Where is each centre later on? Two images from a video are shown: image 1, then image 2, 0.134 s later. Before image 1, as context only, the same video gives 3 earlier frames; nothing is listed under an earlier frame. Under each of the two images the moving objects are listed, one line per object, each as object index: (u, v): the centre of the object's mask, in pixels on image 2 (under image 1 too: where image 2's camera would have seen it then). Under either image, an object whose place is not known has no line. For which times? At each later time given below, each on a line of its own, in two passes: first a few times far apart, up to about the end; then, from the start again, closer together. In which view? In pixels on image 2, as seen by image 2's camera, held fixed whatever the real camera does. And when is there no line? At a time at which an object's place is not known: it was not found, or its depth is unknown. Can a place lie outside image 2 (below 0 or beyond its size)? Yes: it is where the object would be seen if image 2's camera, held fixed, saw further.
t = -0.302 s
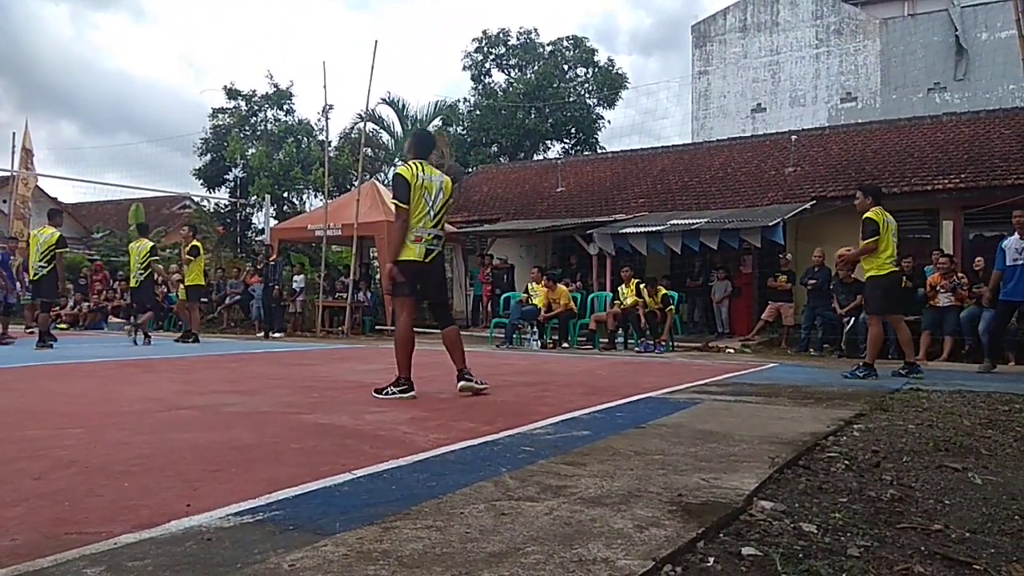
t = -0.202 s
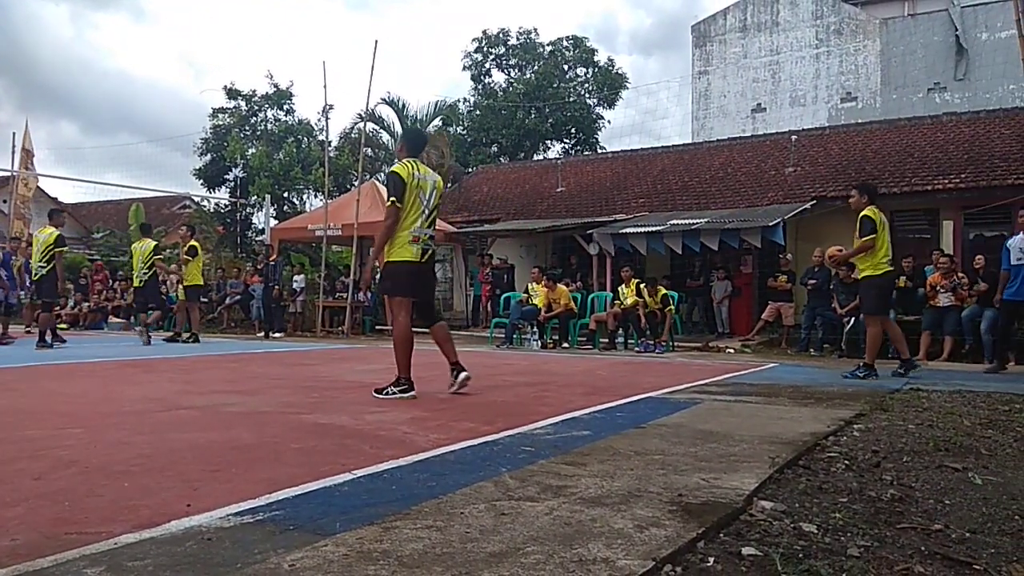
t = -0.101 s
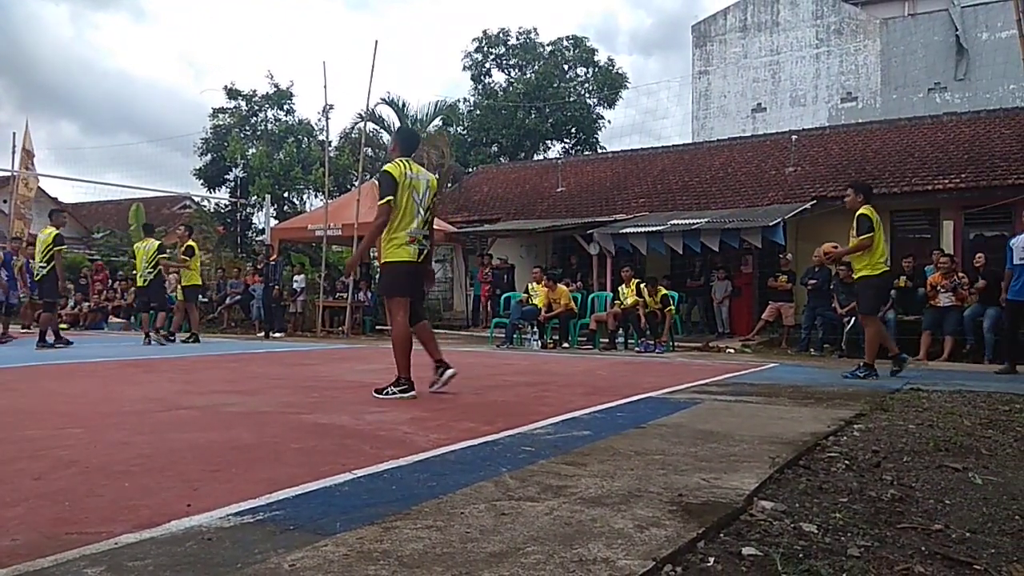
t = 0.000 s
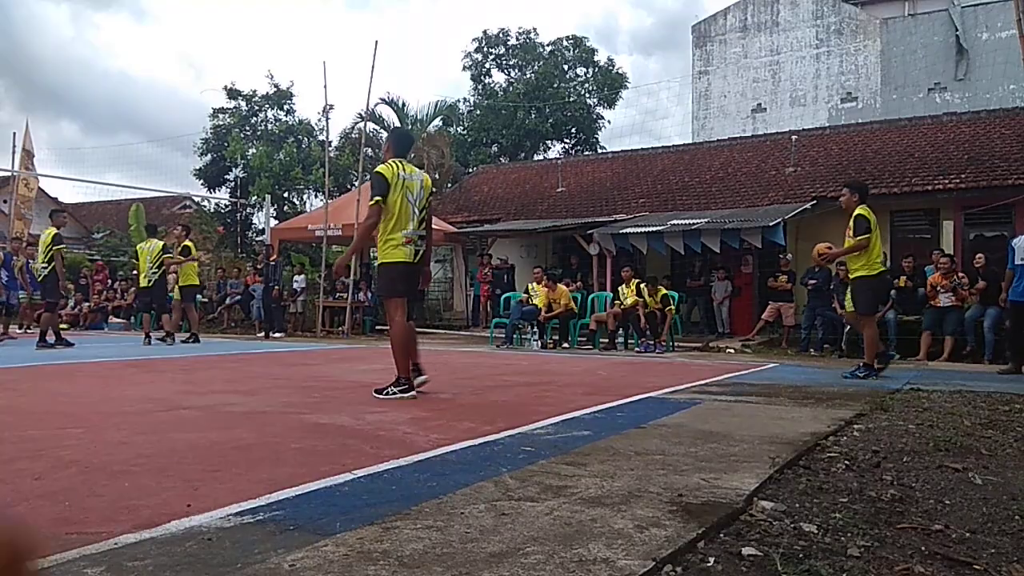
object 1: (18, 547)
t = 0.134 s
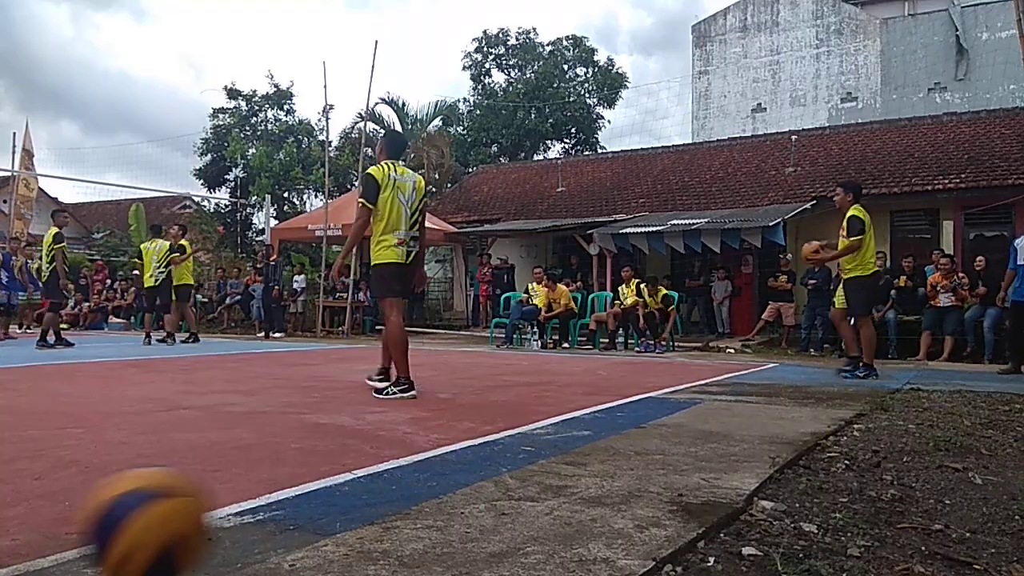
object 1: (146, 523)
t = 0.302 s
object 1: (322, 527)
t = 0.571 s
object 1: (506, 495)
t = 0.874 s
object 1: (647, 464)
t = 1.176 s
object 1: (744, 434)
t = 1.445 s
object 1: (811, 428)
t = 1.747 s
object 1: (889, 420)
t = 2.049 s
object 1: (957, 412)
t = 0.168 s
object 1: (185, 525)
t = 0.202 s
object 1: (223, 532)
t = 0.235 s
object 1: (259, 542)
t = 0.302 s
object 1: (322, 527)
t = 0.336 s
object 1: (350, 506)
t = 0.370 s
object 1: (377, 489)
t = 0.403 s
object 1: (402, 480)
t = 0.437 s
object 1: (425, 473)
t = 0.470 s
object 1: (446, 472)
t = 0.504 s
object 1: (468, 476)
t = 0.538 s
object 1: (487, 484)
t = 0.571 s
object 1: (506, 495)
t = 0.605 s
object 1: (524, 491)
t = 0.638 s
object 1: (544, 474)
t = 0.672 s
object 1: (559, 462)
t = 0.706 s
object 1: (577, 456)
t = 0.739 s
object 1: (592, 453)
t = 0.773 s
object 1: (606, 452)
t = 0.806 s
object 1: (620, 456)
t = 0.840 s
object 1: (634, 464)
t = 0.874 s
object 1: (647, 464)
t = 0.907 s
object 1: (660, 453)
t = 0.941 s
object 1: (671, 445)
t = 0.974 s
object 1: (684, 442)
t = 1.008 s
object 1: (694, 441)
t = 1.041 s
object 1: (705, 445)
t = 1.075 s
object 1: (715, 450)
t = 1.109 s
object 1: (725, 443)
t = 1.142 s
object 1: (735, 437)
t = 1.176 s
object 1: (744, 434)
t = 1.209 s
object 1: (753, 433)
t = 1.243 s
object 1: (762, 435)
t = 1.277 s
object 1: (771, 438)
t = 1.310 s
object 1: (780, 434)
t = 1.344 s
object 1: (787, 433)
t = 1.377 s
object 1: (794, 432)
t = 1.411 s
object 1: (802, 428)
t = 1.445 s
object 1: (811, 428)
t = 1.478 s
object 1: (817, 430)
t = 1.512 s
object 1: (826, 432)
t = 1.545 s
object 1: (835, 429)
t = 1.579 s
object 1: (845, 429)
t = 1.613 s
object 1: (854, 426)
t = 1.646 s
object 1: (862, 422)
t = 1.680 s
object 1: (871, 423)
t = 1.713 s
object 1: (880, 426)
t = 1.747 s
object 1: (889, 420)
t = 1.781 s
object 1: (897, 416)
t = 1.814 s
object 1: (904, 414)
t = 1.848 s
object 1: (911, 415)
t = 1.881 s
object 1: (919, 417)
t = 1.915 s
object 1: (926, 421)
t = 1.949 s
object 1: (935, 415)
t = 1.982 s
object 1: (943, 414)
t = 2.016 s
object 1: (950, 412)
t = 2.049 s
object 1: (957, 412)
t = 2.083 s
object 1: (964, 416)
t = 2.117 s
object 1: (972, 420)
